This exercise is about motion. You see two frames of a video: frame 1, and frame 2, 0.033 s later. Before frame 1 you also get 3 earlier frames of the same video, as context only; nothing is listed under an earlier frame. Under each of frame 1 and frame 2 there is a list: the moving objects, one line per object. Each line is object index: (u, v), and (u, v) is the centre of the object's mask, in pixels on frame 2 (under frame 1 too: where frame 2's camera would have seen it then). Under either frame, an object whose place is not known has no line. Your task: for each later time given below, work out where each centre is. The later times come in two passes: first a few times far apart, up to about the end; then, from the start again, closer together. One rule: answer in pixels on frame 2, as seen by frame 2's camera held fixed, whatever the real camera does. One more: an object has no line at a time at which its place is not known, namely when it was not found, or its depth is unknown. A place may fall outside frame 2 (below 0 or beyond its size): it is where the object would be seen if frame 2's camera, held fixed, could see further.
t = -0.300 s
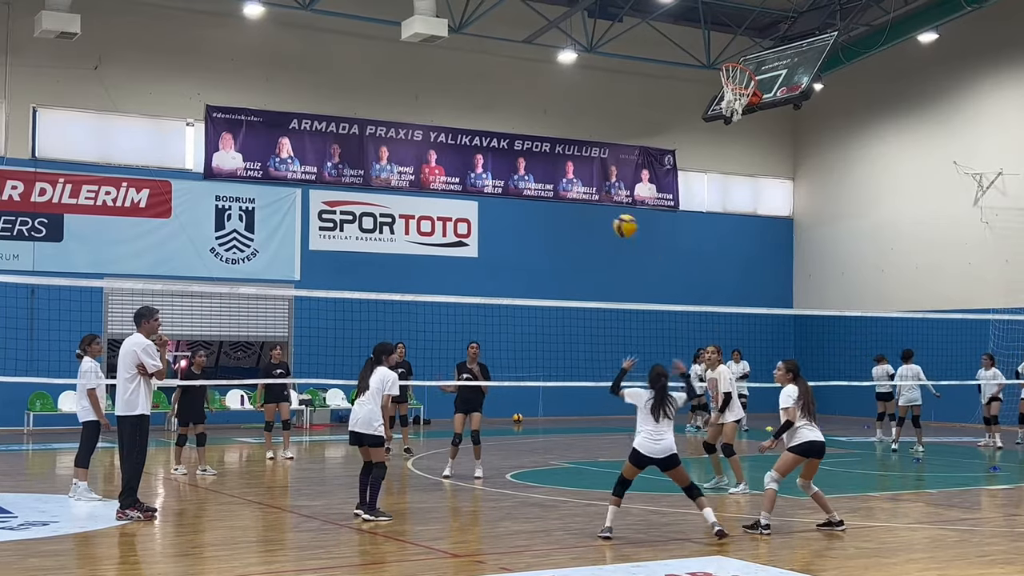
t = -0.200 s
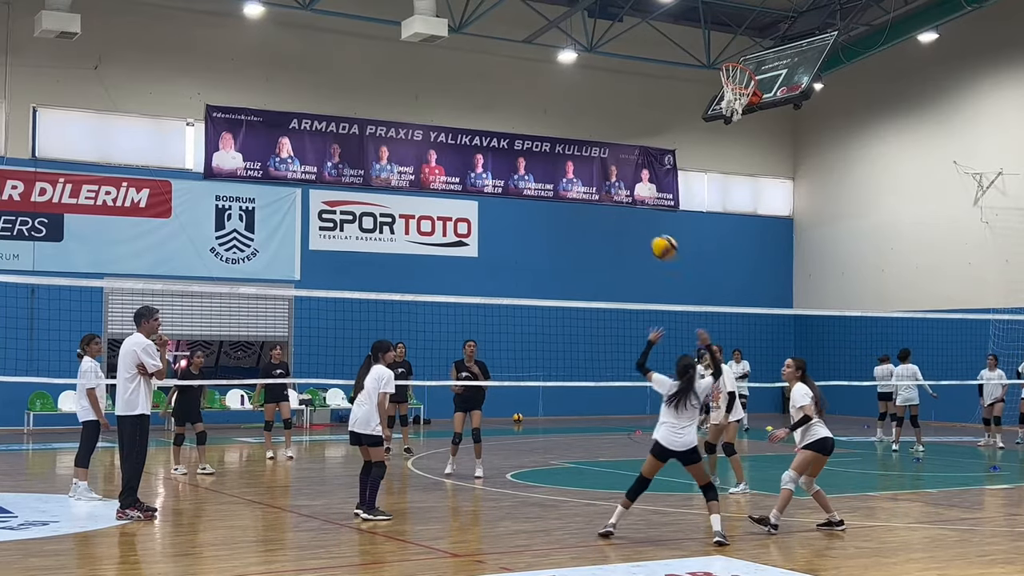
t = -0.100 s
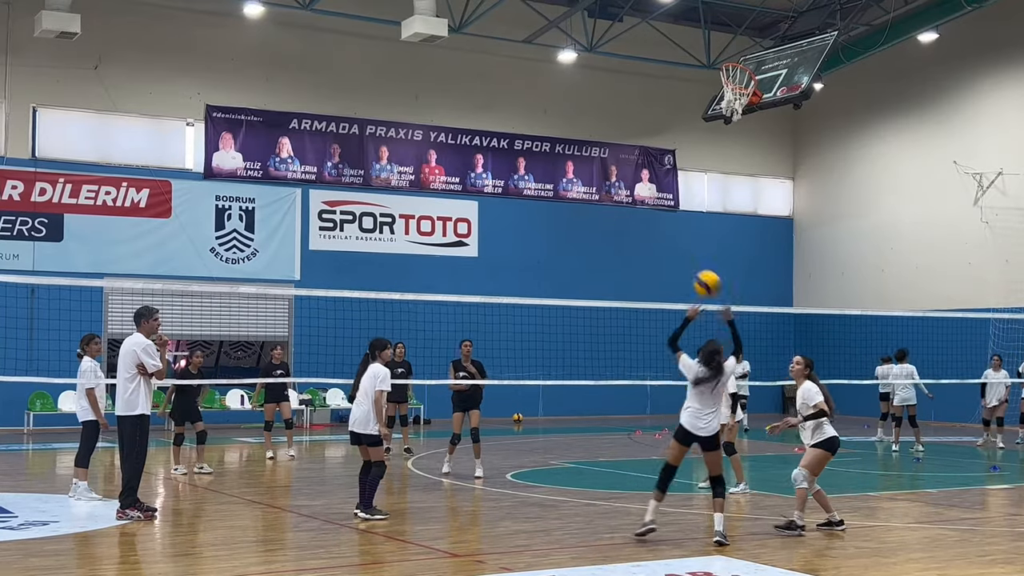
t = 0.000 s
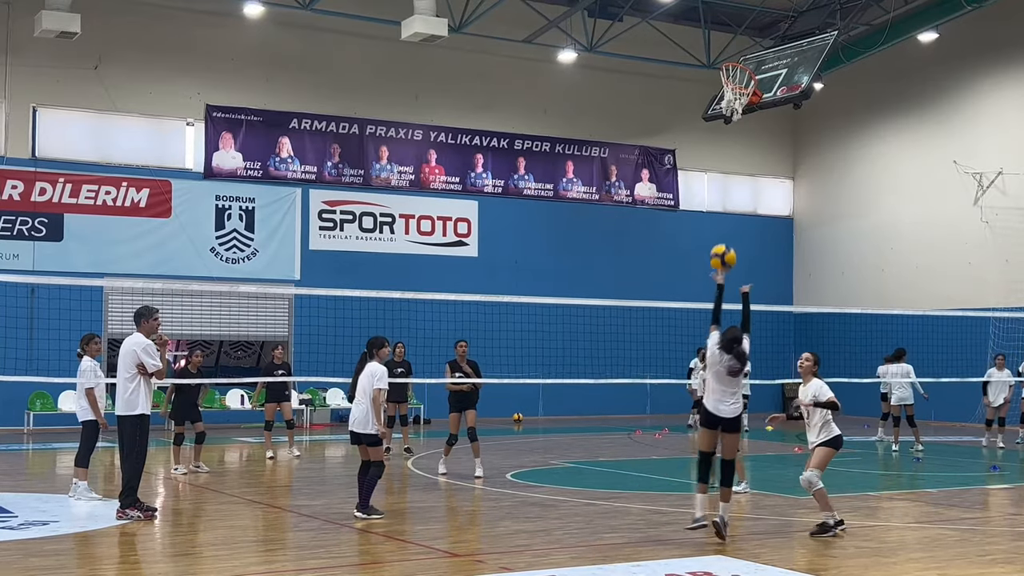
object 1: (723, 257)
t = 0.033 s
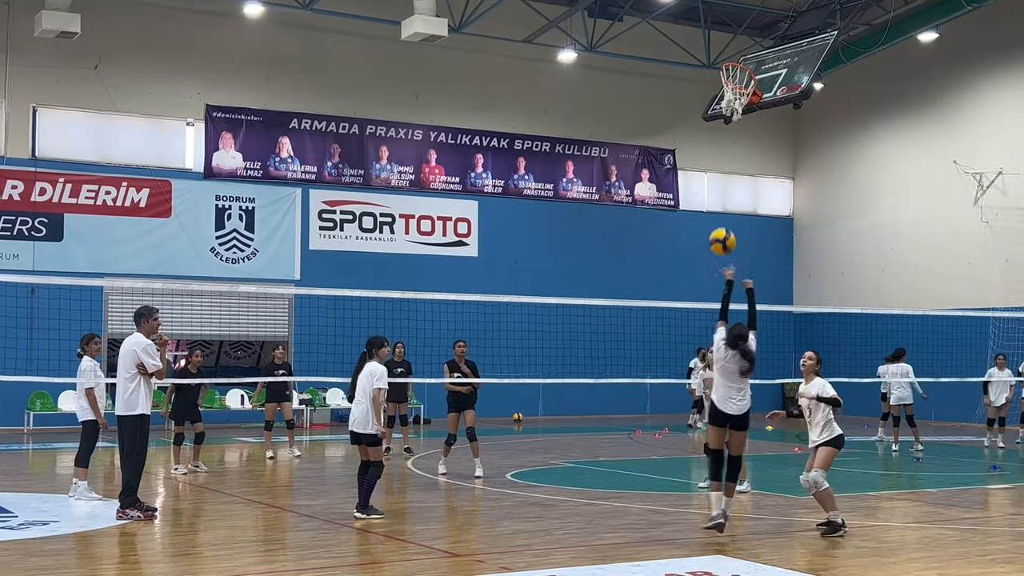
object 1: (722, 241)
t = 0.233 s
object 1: (718, 175)
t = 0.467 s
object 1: (715, 160)
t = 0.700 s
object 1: (712, 203)
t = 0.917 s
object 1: (708, 285)
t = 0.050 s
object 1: (722, 234)
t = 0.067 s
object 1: (721, 227)
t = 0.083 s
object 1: (721, 221)
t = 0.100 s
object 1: (721, 214)
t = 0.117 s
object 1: (721, 208)
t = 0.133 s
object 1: (720, 202)
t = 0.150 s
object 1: (720, 197)
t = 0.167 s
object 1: (719, 192)
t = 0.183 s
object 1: (719, 187)
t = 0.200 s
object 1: (719, 183)
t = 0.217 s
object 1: (719, 179)
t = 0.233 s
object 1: (718, 175)
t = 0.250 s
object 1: (718, 172)
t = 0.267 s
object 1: (718, 169)
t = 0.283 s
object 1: (717, 167)
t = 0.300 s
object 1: (717, 165)
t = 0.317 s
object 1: (717, 163)
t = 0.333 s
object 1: (717, 161)
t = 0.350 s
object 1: (716, 160)
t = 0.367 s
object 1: (716, 159)
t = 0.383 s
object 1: (716, 159)
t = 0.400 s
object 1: (716, 159)
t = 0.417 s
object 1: (716, 159)
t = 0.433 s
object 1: (715, 159)
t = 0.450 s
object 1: (715, 159)
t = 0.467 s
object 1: (715, 160)
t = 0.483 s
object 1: (715, 162)
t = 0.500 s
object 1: (715, 163)
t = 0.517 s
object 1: (715, 165)
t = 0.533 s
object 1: (715, 167)
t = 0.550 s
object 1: (714, 169)
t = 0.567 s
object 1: (714, 171)
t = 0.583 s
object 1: (713, 174)
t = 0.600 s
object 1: (713, 178)
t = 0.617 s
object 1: (713, 181)
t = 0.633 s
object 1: (713, 185)
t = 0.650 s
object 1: (712, 189)
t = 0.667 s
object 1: (712, 193)
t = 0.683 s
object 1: (712, 198)
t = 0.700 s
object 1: (712, 203)
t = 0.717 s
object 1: (711, 208)
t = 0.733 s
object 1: (711, 214)
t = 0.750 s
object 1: (711, 219)
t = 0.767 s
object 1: (711, 224)
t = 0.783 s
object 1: (710, 230)
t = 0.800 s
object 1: (710, 236)
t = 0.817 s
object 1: (710, 242)
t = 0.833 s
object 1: (709, 248)
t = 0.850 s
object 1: (709, 256)
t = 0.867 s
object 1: (709, 263)
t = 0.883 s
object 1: (709, 270)
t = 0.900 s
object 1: (709, 278)
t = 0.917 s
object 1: (708, 285)
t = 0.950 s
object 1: (707, 301)
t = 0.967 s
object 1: (707, 309)
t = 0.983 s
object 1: (706, 318)
